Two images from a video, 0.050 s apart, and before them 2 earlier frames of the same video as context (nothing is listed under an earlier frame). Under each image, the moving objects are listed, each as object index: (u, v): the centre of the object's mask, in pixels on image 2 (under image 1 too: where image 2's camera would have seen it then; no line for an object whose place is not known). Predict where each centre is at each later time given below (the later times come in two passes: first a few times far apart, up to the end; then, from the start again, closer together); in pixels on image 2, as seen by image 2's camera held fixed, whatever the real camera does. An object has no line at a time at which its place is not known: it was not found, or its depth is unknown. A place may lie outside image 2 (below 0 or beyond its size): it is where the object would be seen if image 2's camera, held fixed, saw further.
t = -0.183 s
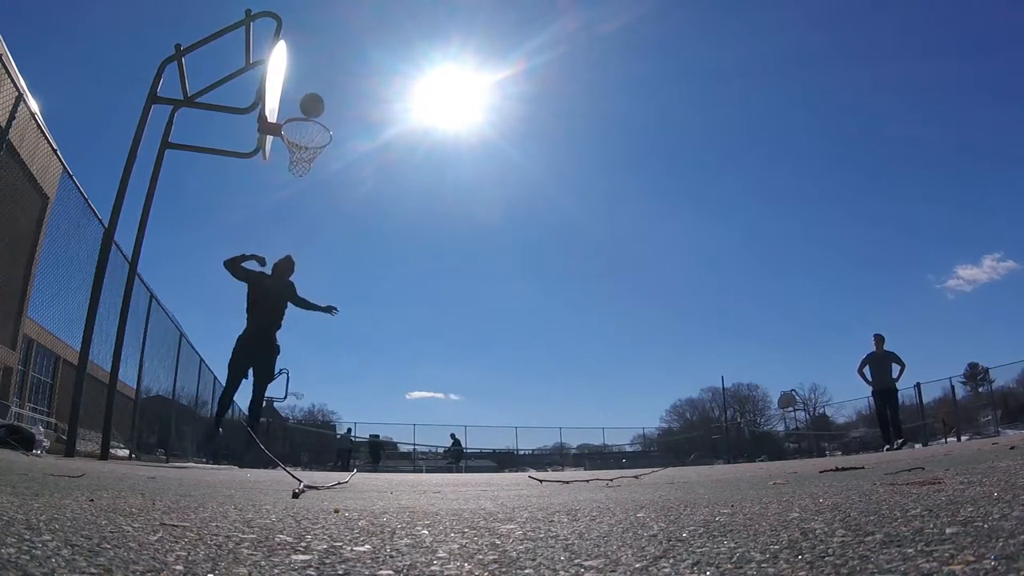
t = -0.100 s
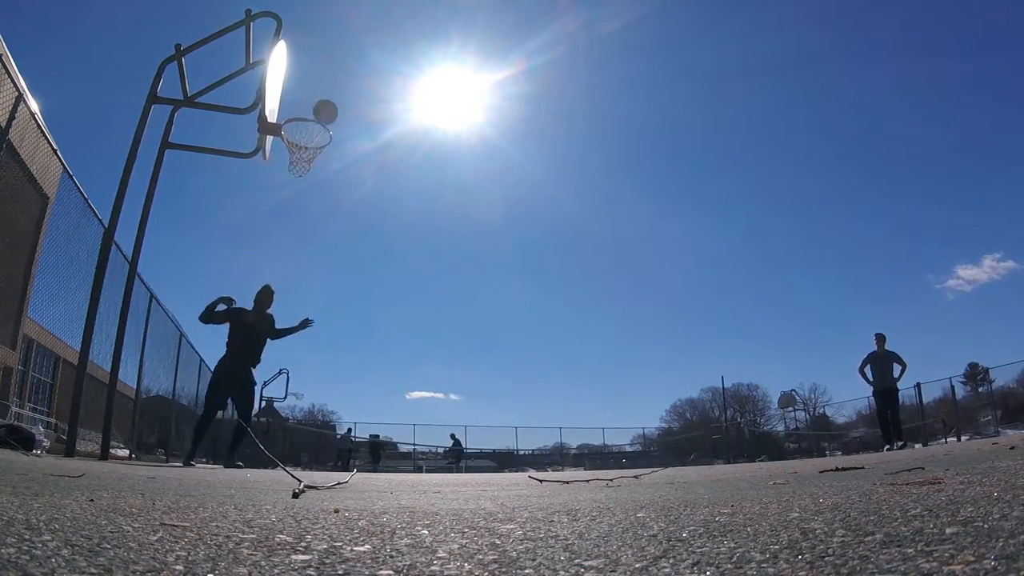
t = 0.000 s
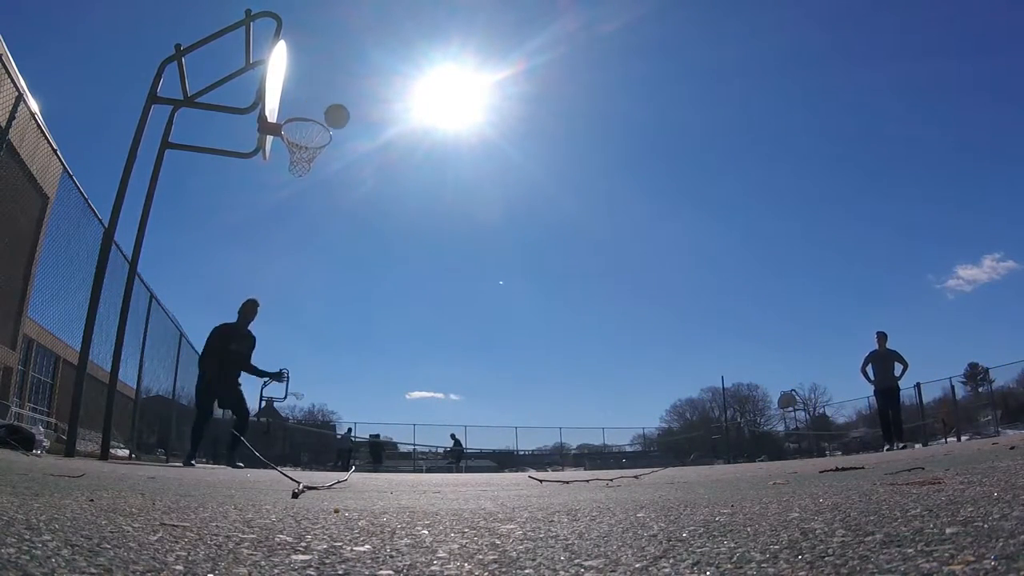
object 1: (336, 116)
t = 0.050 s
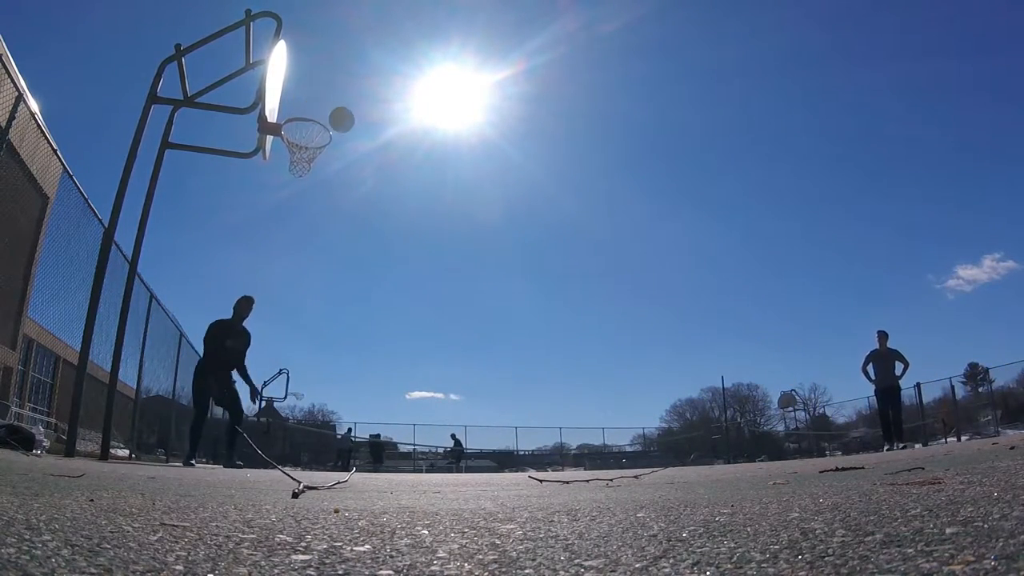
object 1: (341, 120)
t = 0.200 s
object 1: (355, 144)
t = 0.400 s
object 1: (372, 217)
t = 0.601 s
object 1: (392, 351)
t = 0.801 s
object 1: (419, 407)
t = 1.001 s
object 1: (447, 318)
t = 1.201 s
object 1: (474, 282)
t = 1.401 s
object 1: (502, 294)
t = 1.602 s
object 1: (532, 356)
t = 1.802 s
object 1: (565, 449)
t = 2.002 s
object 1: (591, 380)
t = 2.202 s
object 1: (619, 364)
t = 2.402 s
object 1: (649, 399)
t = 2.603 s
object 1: (679, 439)
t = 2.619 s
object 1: (681, 436)
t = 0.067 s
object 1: (343, 121)
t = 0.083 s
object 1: (344, 123)
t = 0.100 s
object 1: (346, 125)
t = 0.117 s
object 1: (348, 128)
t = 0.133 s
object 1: (349, 130)
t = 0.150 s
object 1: (351, 133)
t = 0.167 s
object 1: (352, 137)
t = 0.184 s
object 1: (353, 140)
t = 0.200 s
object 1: (355, 144)
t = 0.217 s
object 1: (356, 148)
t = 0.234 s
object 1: (357, 153)
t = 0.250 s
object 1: (359, 158)
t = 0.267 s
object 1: (360, 162)
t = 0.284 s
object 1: (362, 168)
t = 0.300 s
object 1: (363, 174)
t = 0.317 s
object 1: (365, 180)
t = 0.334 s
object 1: (366, 186)
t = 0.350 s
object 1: (367, 194)
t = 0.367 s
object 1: (369, 201)
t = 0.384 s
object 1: (370, 208)
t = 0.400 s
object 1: (372, 217)
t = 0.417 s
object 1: (373, 225)
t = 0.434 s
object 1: (375, 234)
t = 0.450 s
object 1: (376, 244)
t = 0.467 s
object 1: (378, 254)
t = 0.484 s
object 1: (379, 264)
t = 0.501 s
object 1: (381, 275)
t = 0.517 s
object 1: (383, 286)
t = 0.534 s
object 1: (384, 298)
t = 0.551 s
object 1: (386, 311)
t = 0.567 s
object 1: (388, 324)
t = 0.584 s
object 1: (390, 337)
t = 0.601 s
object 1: (392, 351)
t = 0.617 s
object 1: (394, 366)
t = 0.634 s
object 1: (396, 381)
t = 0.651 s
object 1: (398, 397)
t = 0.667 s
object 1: (400, 413)
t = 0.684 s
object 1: (403, 429)
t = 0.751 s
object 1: (412, 438)
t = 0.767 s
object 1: (414, 428)
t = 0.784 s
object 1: (417, 417)
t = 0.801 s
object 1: (419, 407)
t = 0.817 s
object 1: (421, 398)
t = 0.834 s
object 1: (424, 389)
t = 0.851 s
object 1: (426, 380)
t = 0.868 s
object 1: (428, 371)
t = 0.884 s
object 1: (431, 363)
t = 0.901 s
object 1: (433, 356)
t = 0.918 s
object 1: (435, 349)
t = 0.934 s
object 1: (438, 342)
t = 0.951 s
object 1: (440, 335)
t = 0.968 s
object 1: (442, 329)
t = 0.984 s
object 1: (445, 323)
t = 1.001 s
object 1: (447, 318)
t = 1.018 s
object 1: (449, 313)
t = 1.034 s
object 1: (452, 309)
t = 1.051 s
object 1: (454, 304)
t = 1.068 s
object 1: (456, 300)
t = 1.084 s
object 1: (459, 297)
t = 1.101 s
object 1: (461, 294)
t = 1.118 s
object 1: (463, 291)
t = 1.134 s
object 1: (465, 288)
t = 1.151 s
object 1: (468, 286)
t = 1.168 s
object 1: (470, 285)
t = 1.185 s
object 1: (472, 283)
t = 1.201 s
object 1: (474, 282)
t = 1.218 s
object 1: (477, 281)
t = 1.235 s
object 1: (479, 281)
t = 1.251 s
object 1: (481, 281)
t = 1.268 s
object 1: (484, 281)
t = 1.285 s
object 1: (486, 281)
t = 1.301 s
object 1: (488, 282)
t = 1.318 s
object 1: (490, 283)
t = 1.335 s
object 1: (493, 285)
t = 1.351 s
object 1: (495, 287)
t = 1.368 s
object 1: (497, 289)
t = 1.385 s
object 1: (499, 291)
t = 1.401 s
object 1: (502, 294)
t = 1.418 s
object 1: (504, 297)
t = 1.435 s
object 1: (507, 301)
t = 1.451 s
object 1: (509, 305)
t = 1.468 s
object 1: (511, 309)
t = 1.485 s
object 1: (514, 314)
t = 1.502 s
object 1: (516, 319)
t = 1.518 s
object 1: (519, 324)
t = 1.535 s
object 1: (521, 330)
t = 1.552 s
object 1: (524, 336)
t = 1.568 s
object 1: (527, 342)
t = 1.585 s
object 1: (529, 349)
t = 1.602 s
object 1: (532, 356)
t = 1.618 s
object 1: (535, 364)
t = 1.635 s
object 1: (537, 372)
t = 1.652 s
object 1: (540, 381)
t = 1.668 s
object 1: (543, 389)
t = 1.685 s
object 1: (546, 399)
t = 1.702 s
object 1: (549, 408)
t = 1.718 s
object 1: (552, 419)
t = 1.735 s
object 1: (554, 429)
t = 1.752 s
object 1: (557, 440)
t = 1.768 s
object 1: (560, 451)
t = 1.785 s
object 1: (563, 457)
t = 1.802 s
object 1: (565, 449)
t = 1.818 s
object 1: (567, 441)
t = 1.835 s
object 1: (569, 434)
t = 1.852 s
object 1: (571, 426)
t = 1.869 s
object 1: (574, 420)
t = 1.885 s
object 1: (576, 413)
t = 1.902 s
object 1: (578, 407)
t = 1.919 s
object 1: (580, 402)
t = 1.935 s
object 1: (582, 397)
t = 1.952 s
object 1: (584, 392)
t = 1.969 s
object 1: (587, 387)
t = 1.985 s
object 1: (589, 383)
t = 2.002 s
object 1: (591, 380)
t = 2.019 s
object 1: (594, 377)
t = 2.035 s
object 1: (596, 374)
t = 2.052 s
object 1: (598, 371)
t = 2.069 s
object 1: (600, 369)
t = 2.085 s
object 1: (603, 367)
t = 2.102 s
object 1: (605, 366)
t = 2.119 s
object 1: (607, 365)
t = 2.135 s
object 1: (609, 364)
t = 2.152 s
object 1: (612, 363)
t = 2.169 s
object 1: (614, 363)
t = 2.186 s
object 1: (617, 364)
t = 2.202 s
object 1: (619, 364)
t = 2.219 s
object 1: (621, 365)
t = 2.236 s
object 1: (624, 367)
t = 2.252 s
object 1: (626, 368)
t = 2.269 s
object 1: (629, 370)
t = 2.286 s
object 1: (631, 373)
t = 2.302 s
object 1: (634, 376)
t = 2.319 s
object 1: (636, 379)
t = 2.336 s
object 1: (639, 382)
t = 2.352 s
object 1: (641, 386)
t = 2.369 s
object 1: (644, 390)
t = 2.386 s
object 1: (647, 395)
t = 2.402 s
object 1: (649, 399)
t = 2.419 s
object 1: (652, 405)
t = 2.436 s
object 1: (655, 410)
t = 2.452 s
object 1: (657, 416)
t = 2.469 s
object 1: (660, 423)
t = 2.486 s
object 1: (662, 429)
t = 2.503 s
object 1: (665, 435)
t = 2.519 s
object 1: (669, 443)
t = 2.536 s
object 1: (671, 451)
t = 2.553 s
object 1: (672, 451)
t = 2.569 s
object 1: (674, 446)
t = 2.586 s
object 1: (677, 442)
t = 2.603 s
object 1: (679, 439)
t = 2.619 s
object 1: (681, 436)
